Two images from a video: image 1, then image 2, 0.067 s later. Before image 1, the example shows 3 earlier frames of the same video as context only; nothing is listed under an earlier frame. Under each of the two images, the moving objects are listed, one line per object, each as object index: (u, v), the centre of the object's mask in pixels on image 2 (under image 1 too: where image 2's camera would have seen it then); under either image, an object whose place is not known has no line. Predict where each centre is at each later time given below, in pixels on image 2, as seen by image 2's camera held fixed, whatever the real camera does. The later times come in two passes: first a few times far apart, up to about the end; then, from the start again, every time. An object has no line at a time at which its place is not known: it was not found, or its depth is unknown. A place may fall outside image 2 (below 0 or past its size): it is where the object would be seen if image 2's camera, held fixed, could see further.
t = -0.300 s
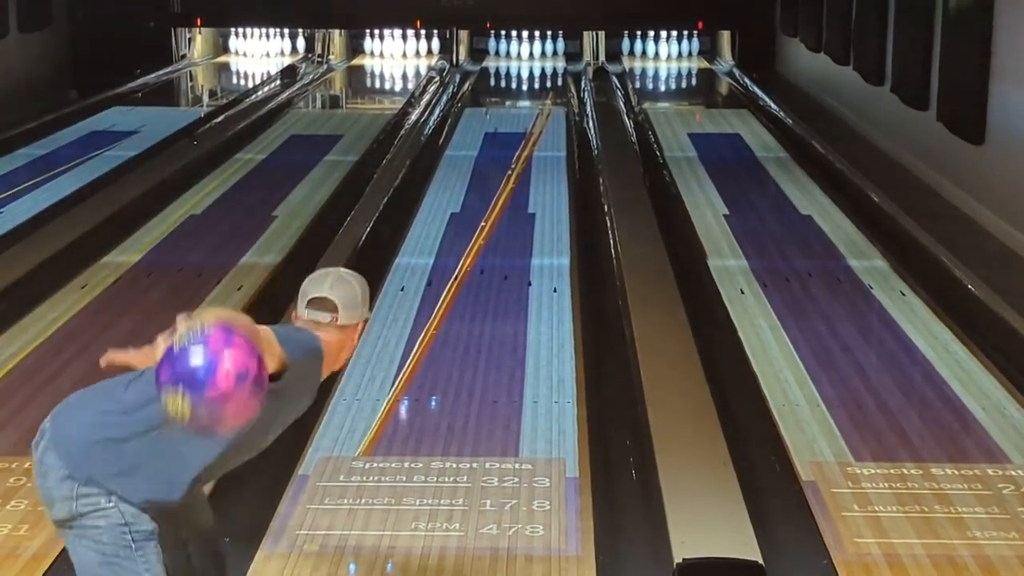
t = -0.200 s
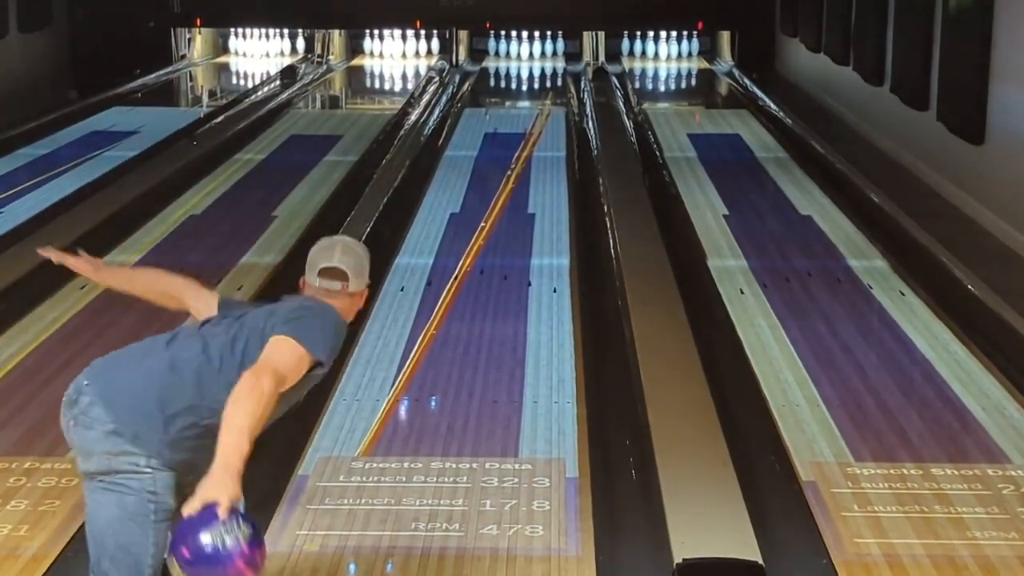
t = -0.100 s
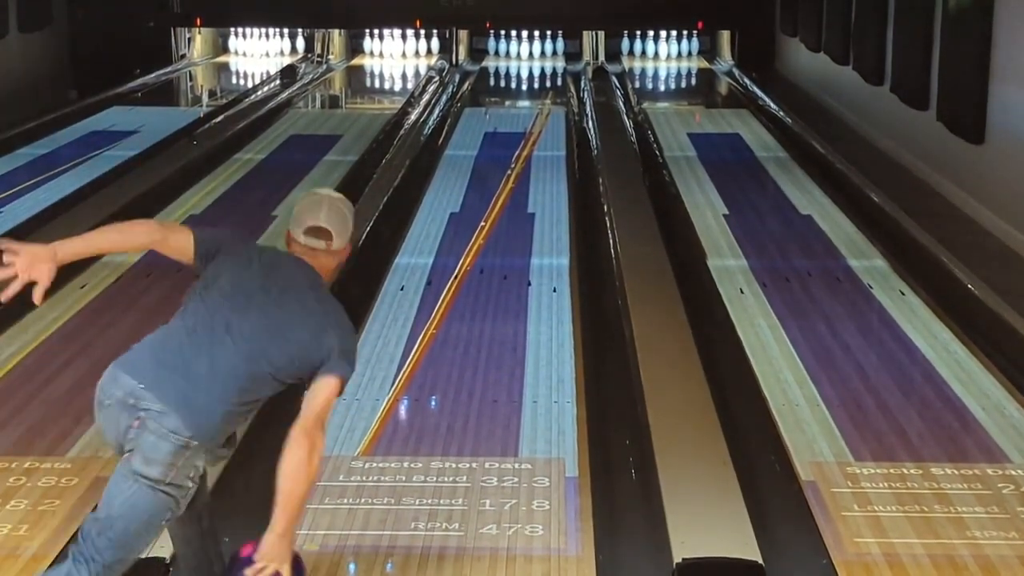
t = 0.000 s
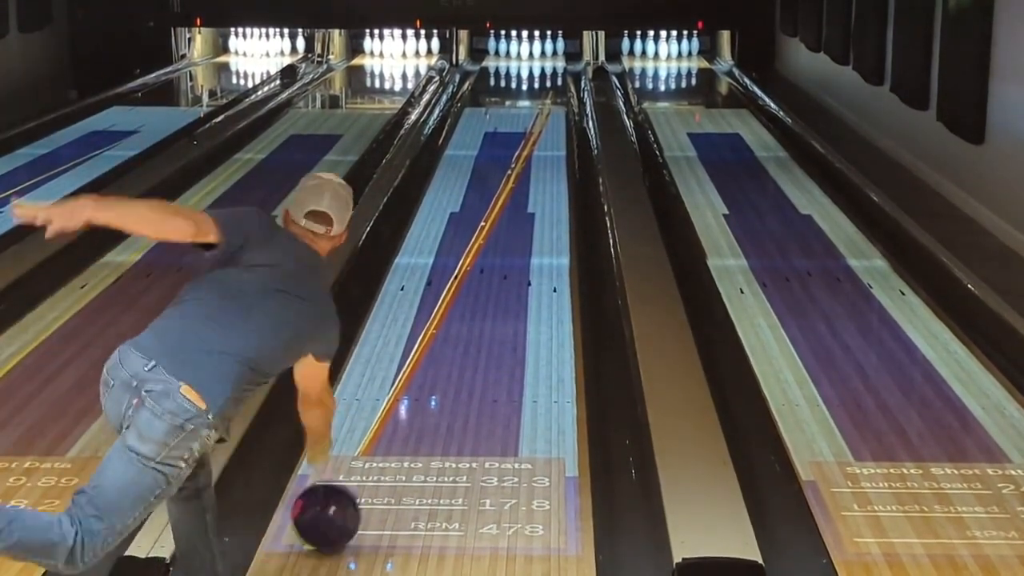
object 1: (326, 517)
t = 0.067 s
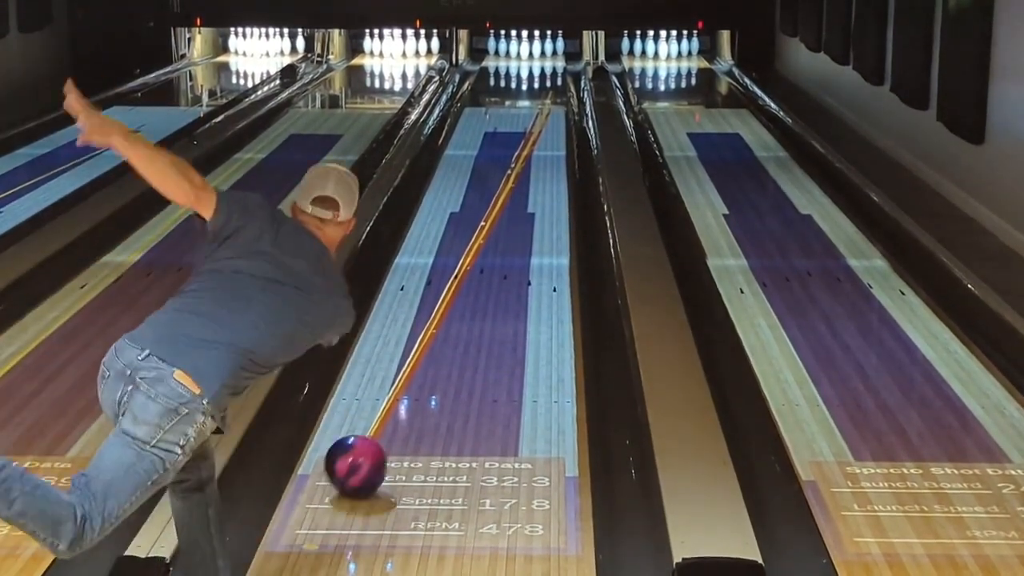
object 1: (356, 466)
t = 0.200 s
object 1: (401, 382)
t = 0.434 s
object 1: (454, 284)
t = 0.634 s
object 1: (483, 227)
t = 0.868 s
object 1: (508, 181)
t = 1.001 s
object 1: (518, 160)
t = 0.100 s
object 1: (368, 442)
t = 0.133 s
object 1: (380, 421)
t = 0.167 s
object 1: (391, 401)
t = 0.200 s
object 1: (401, 382)
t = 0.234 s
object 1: (410, 365)
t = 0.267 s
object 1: (419, 350)
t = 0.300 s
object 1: (427, 335)
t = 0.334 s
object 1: (434, 321)
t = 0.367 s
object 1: (442, 309)
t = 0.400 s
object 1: (447, 296)
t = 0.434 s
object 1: (454, 284)
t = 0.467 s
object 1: (459, 273)
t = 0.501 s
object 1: (465, 264)
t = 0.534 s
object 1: (470, 254)
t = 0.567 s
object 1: (475, 244)
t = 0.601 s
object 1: (479, 236)
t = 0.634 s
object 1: (483, 227)
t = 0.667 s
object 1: (487, 220)
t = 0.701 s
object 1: (491, 213)
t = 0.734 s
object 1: (494, 206)
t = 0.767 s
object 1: (498, 199)
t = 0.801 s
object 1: (501, 192)
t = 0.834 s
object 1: (504, 187)
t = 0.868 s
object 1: (508, 181)
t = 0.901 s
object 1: (510, 175)
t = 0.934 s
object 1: (513, 170)
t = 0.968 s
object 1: (515, 165)
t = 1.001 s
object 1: (518, 160)
